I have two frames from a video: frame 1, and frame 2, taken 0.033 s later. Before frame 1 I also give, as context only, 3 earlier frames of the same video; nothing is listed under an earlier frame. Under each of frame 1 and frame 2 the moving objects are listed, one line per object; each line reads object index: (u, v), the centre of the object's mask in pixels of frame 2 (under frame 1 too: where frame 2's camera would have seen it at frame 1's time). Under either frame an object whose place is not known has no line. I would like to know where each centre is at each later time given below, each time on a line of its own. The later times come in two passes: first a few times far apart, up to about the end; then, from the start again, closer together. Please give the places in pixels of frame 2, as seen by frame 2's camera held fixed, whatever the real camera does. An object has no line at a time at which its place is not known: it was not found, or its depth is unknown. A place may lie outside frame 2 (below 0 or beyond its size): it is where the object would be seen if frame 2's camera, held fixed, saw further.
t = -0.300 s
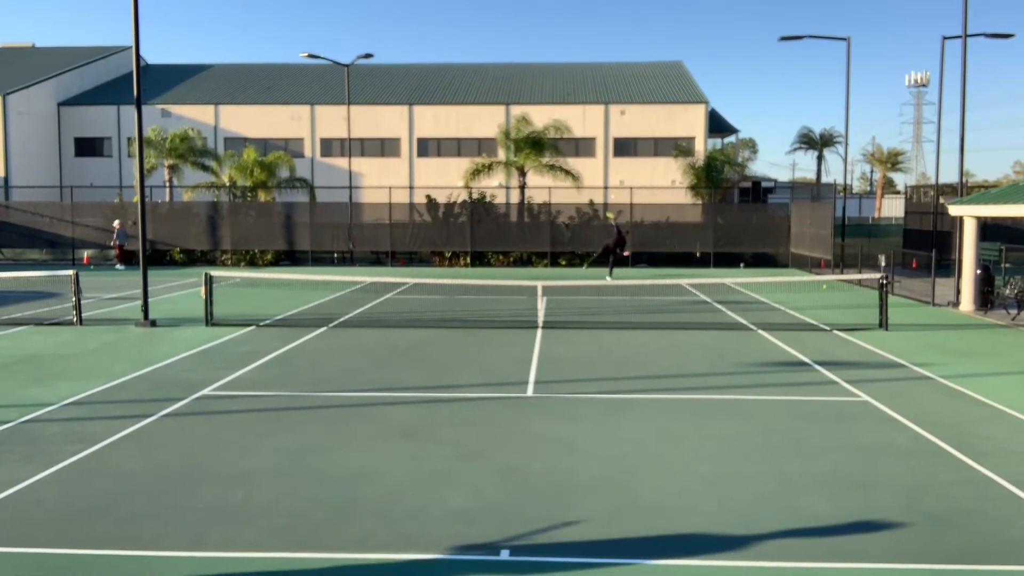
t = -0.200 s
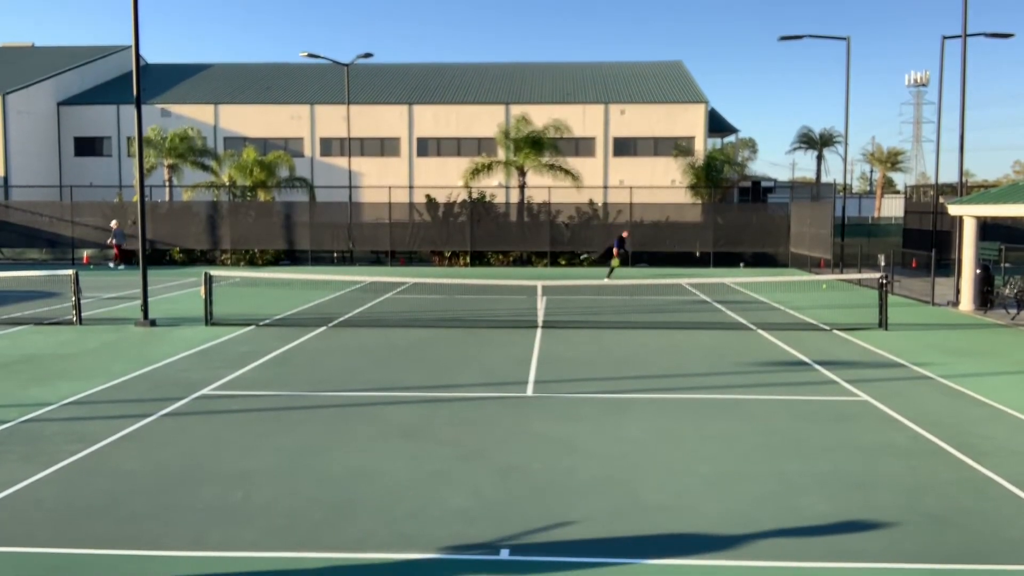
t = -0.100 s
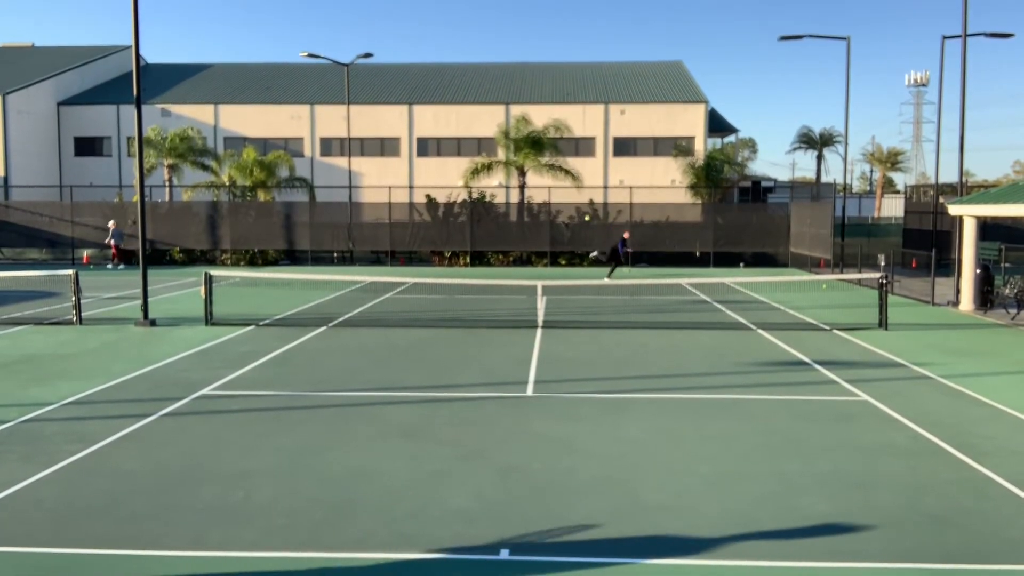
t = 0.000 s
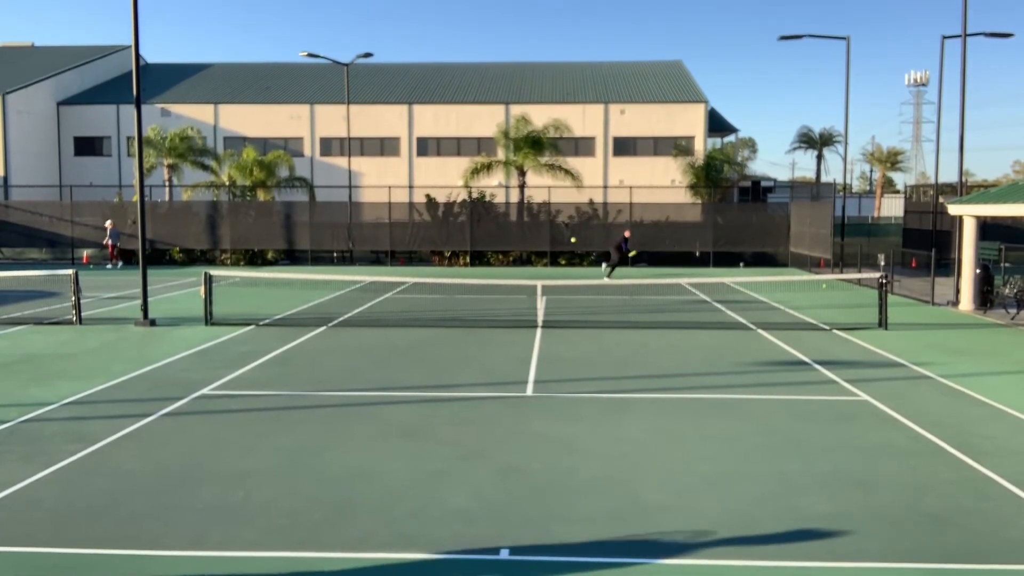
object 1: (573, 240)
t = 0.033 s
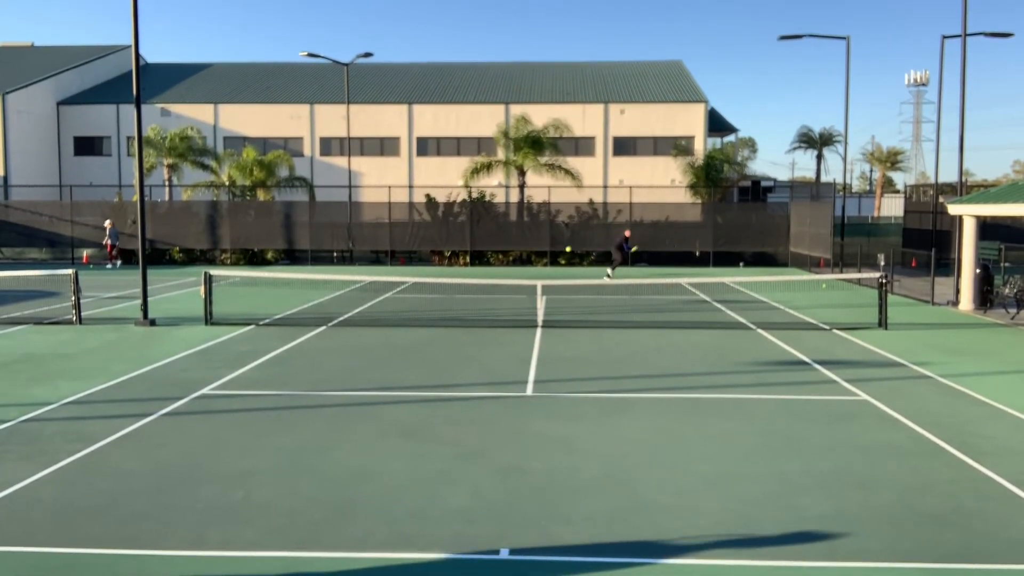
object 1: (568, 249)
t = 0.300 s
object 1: (523, 385)
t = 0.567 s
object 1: (475, 350)
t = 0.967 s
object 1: (317, 558)
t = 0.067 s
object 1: (563, 260)
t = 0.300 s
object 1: (523, 385)
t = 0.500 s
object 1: (490, 352)
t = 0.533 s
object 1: (482, 350)
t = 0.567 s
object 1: (475, 350)
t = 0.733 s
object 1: (430, 375)
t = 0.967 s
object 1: (317, 558)
